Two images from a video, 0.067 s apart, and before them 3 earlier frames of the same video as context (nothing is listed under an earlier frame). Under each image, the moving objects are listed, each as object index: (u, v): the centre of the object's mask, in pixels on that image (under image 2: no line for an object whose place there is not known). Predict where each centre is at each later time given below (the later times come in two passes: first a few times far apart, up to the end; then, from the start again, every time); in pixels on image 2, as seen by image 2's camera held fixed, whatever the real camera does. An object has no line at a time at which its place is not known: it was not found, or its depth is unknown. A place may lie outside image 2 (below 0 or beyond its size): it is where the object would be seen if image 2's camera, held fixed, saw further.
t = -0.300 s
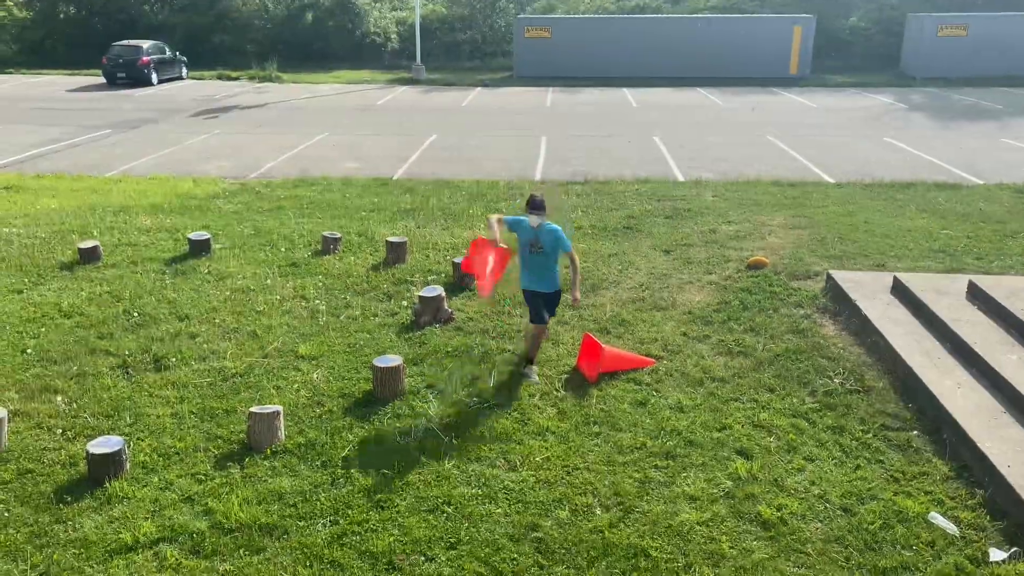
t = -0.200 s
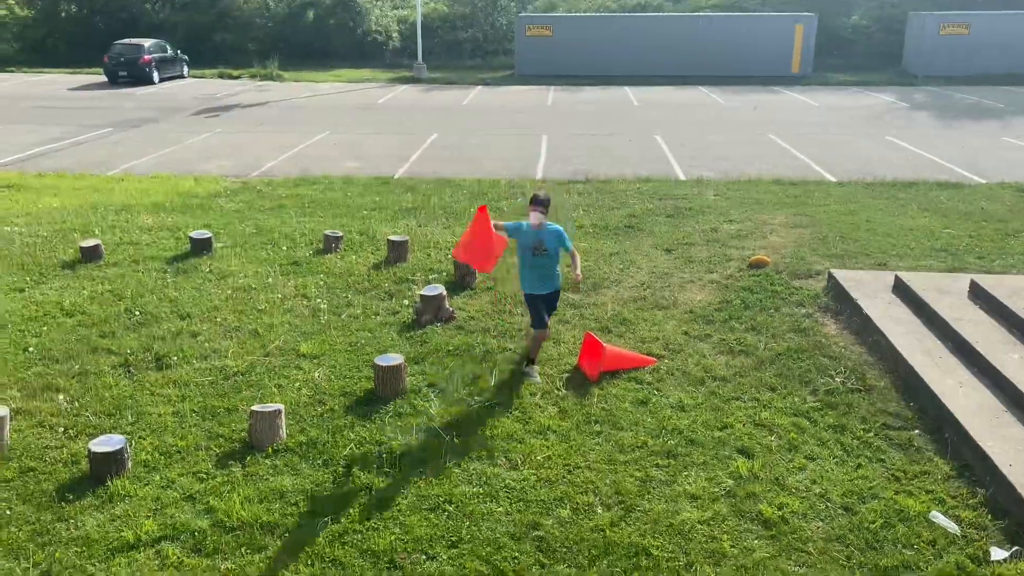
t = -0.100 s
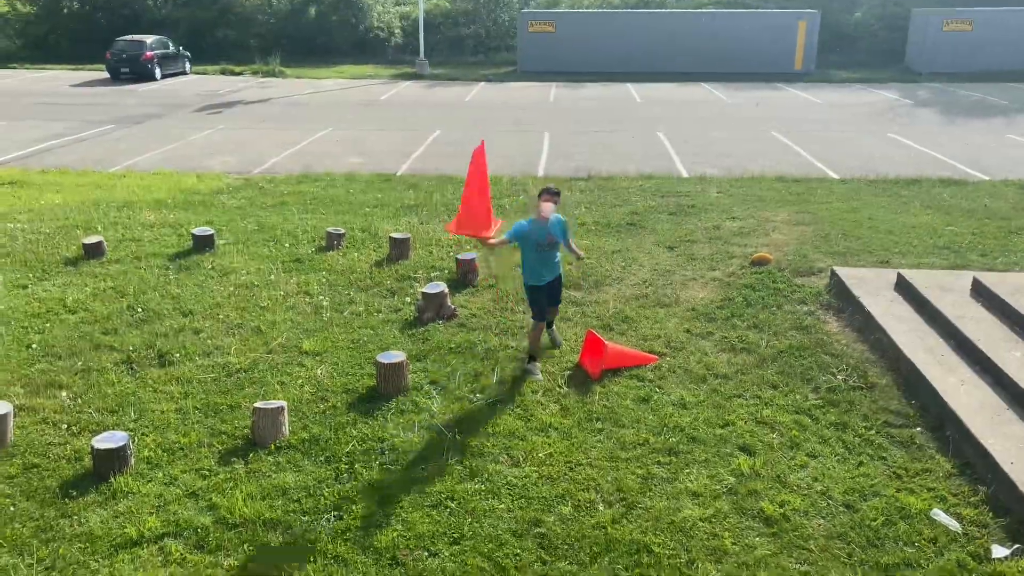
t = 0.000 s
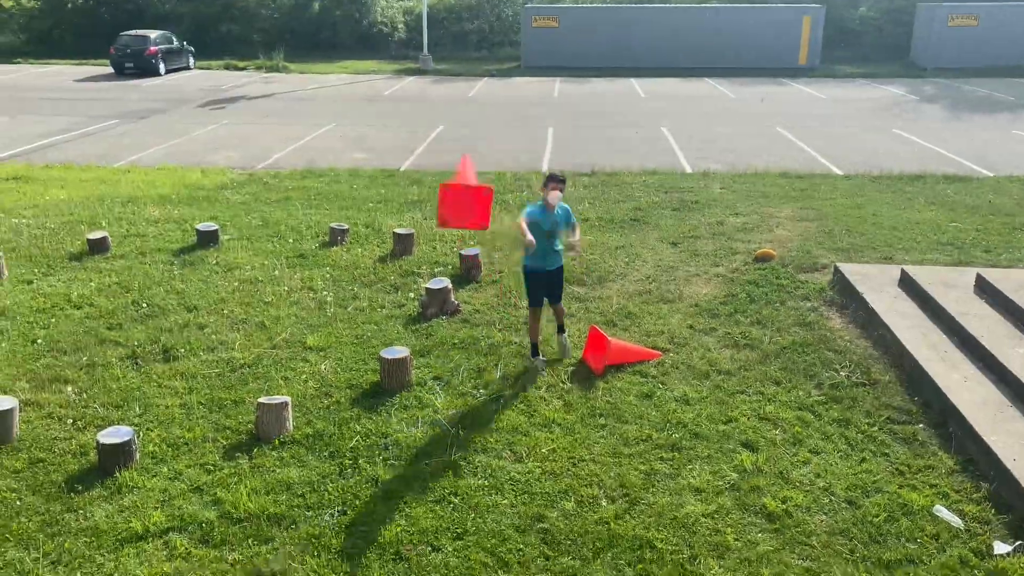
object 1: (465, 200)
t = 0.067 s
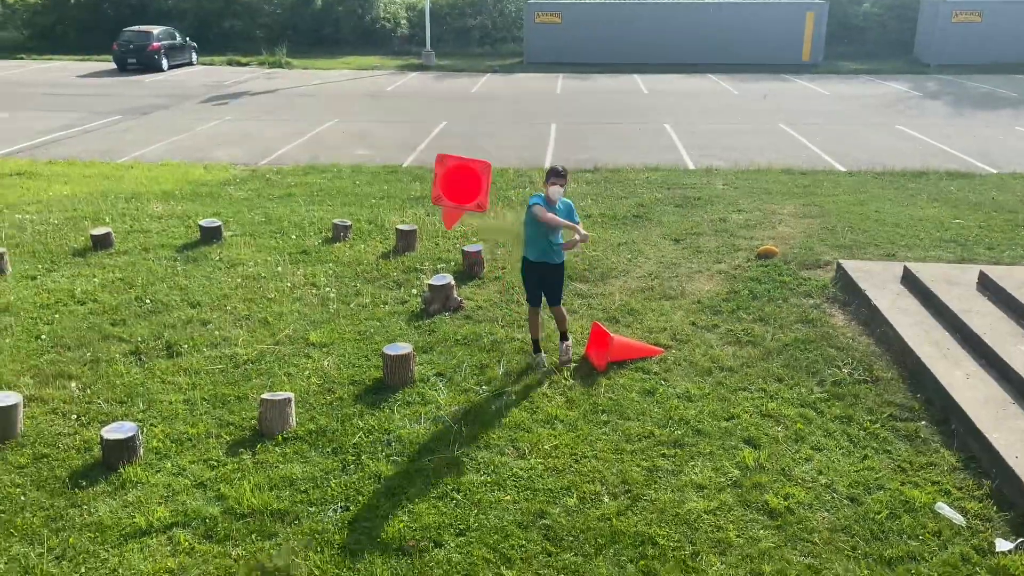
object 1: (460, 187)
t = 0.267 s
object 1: (424, 255)
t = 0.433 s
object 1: (385, 375)
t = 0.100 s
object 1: (454, 198)
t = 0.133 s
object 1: (445, 216)
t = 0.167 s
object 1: (441, 217)
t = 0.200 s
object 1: (437, 219)
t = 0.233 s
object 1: (432, 229)
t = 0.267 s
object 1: (424, 255)
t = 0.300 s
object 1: (416, 268)
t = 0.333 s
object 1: (411, 279)
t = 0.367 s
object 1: (406, 293)
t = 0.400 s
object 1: (395, 335)
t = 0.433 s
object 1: (385, 375)
